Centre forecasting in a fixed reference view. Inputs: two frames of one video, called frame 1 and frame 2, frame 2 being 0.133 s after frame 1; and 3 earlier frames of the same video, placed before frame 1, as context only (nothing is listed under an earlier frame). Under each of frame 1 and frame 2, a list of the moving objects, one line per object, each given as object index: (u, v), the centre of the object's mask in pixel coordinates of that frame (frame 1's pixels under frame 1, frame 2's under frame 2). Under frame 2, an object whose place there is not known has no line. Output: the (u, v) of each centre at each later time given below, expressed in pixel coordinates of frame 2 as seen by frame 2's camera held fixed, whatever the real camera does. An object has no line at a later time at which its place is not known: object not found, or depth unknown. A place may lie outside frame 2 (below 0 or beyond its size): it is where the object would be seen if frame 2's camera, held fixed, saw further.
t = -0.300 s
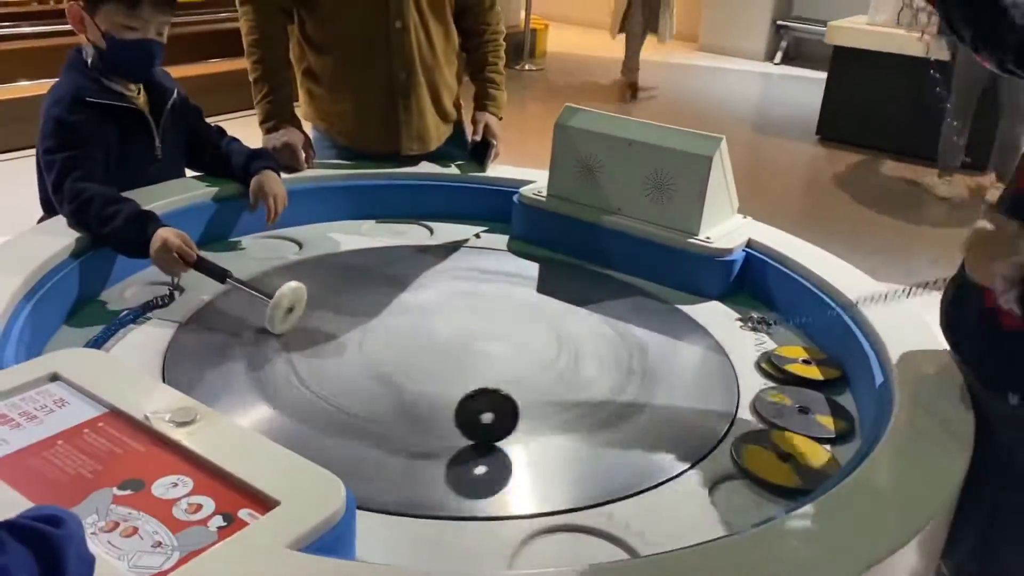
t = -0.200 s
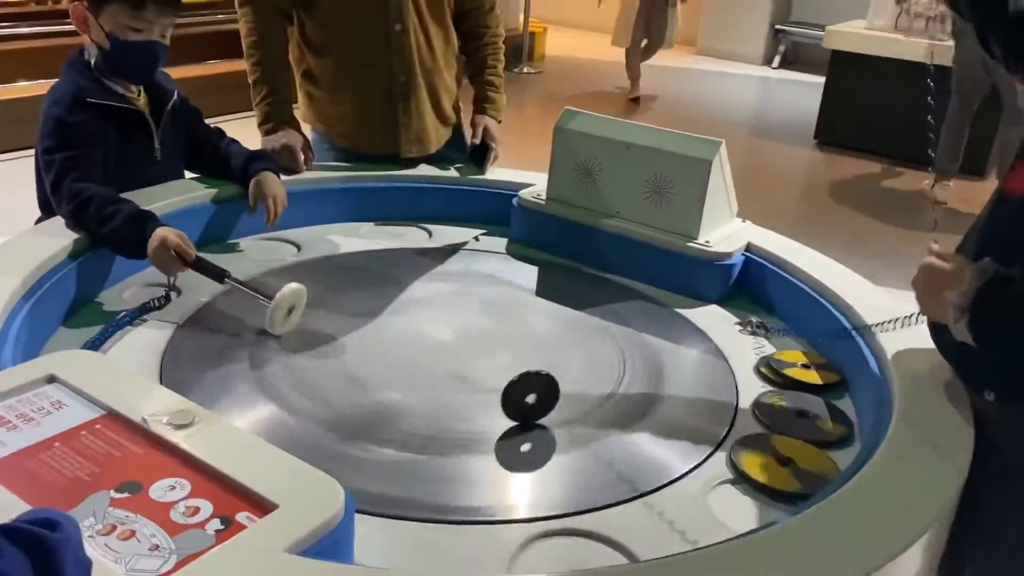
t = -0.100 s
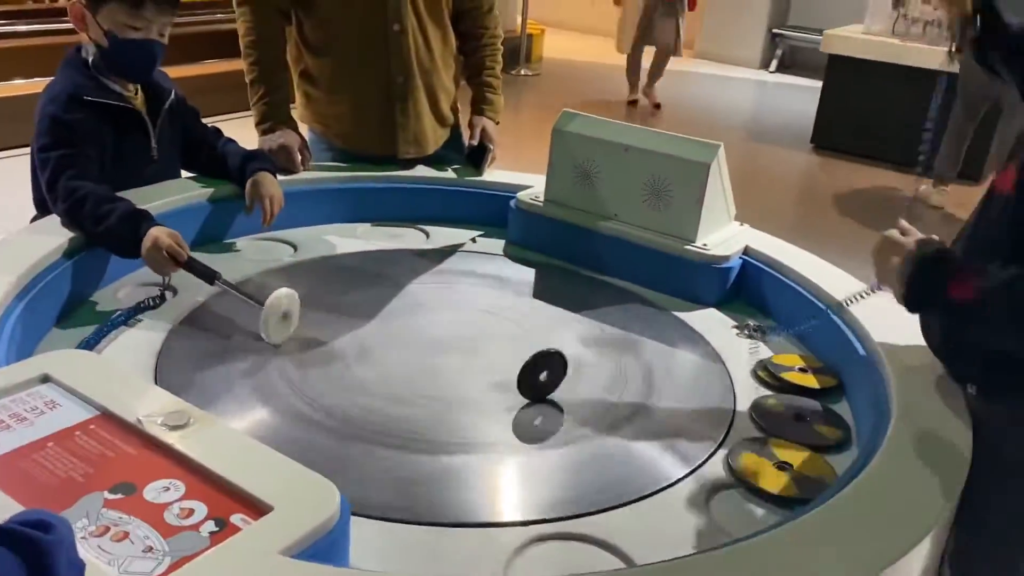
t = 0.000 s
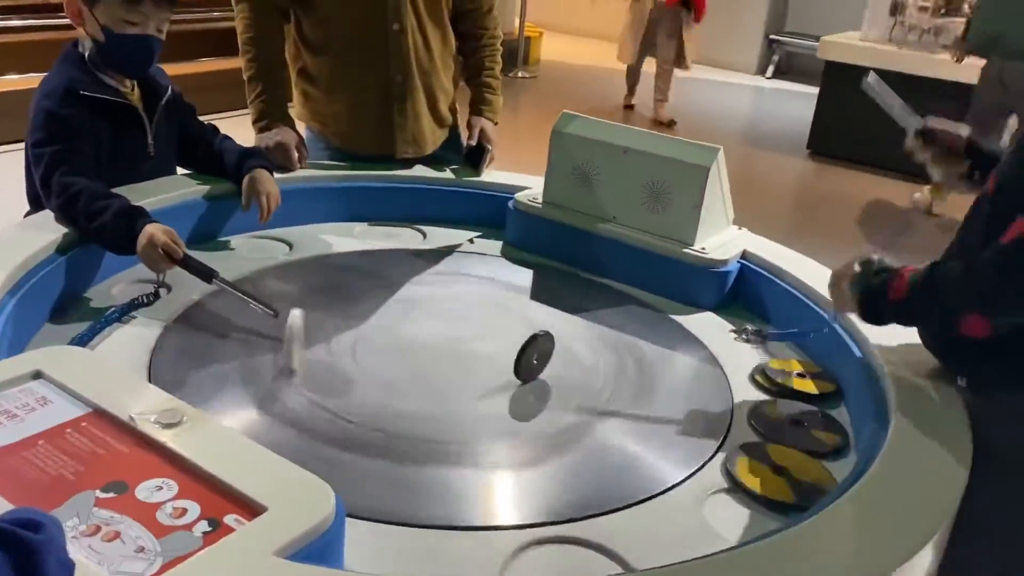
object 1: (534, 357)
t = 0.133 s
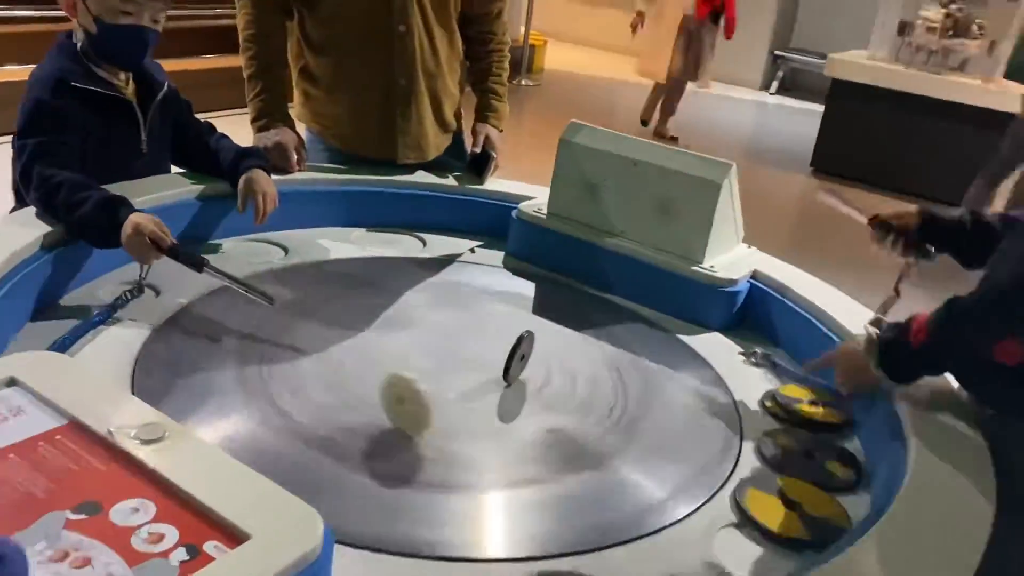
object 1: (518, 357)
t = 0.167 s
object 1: (515, 354)
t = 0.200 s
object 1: (513, 354)
